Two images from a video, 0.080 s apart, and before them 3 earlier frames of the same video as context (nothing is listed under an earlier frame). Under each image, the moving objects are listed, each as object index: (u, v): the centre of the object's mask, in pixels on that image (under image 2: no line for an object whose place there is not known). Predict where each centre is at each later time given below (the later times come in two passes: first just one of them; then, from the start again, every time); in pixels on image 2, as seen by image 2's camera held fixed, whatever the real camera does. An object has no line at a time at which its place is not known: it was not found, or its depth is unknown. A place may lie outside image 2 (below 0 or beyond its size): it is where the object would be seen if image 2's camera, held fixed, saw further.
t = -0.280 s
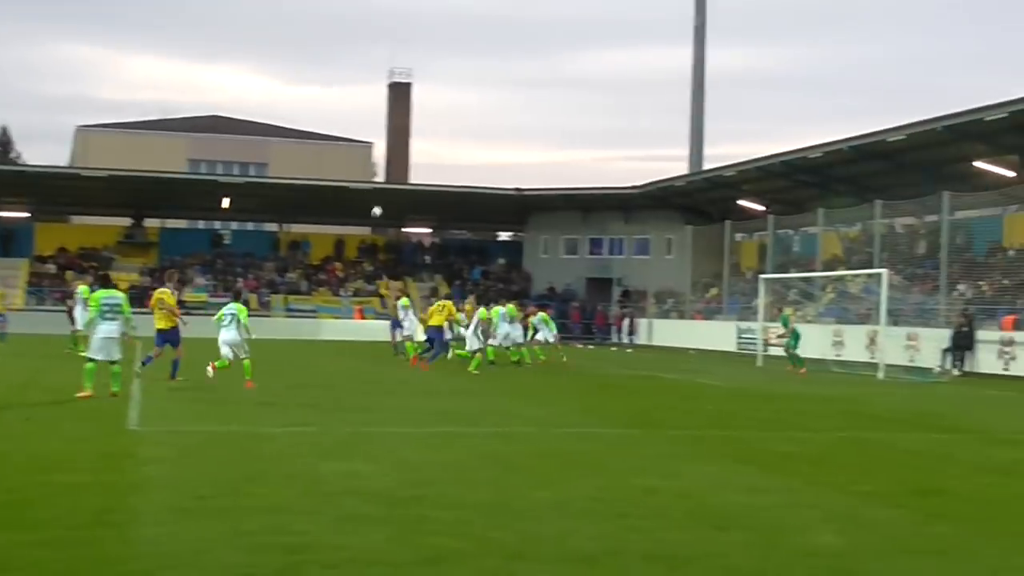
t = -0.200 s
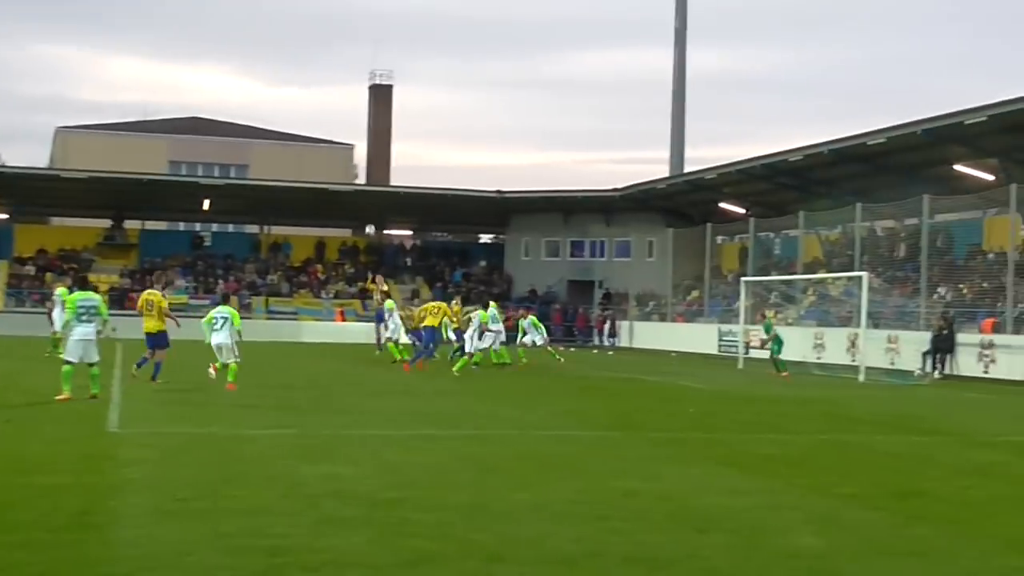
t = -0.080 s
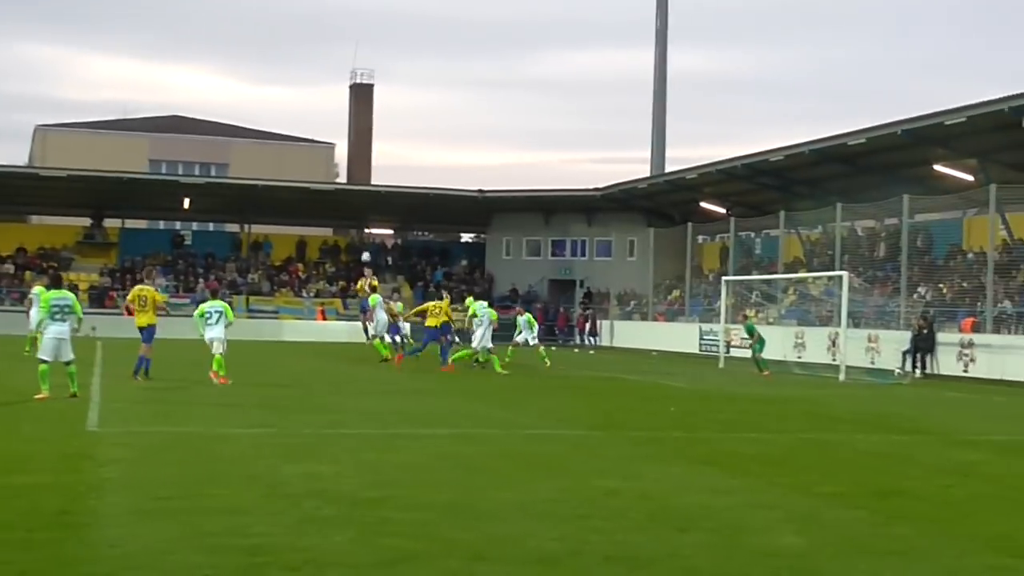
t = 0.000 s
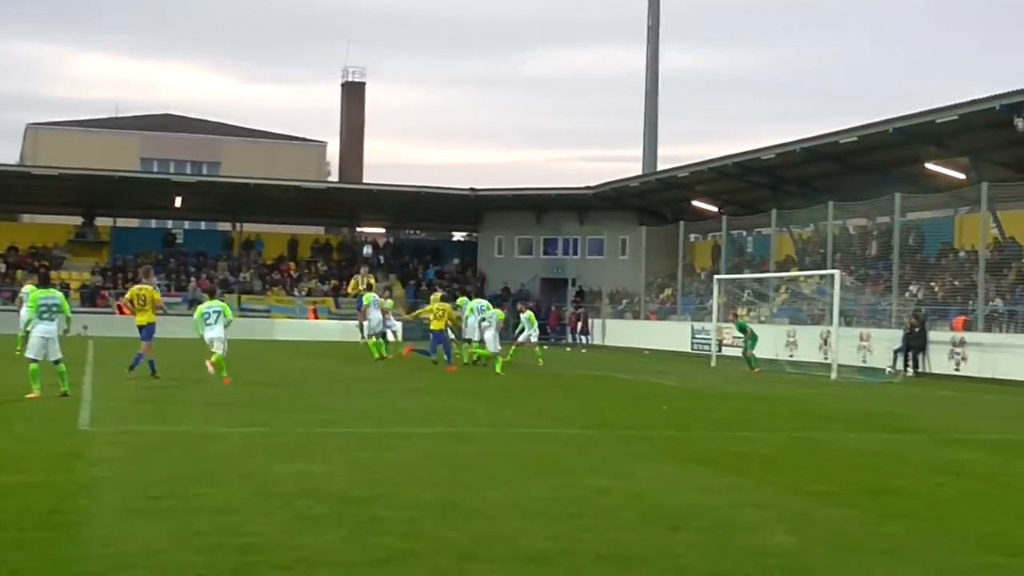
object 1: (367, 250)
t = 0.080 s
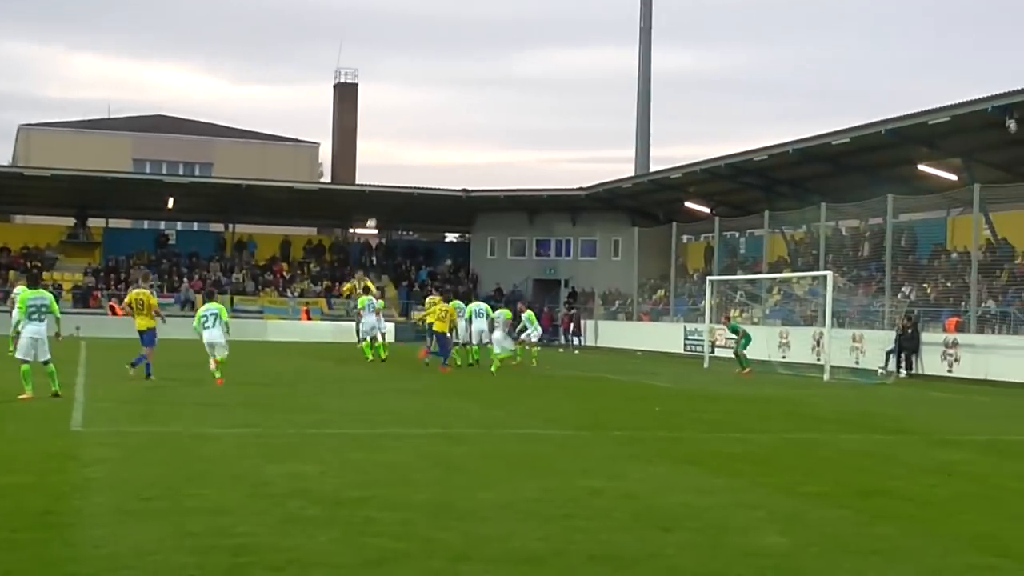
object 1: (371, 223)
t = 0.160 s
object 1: (382, 198)
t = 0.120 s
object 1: (376, 211)
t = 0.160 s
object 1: (382, 198)
